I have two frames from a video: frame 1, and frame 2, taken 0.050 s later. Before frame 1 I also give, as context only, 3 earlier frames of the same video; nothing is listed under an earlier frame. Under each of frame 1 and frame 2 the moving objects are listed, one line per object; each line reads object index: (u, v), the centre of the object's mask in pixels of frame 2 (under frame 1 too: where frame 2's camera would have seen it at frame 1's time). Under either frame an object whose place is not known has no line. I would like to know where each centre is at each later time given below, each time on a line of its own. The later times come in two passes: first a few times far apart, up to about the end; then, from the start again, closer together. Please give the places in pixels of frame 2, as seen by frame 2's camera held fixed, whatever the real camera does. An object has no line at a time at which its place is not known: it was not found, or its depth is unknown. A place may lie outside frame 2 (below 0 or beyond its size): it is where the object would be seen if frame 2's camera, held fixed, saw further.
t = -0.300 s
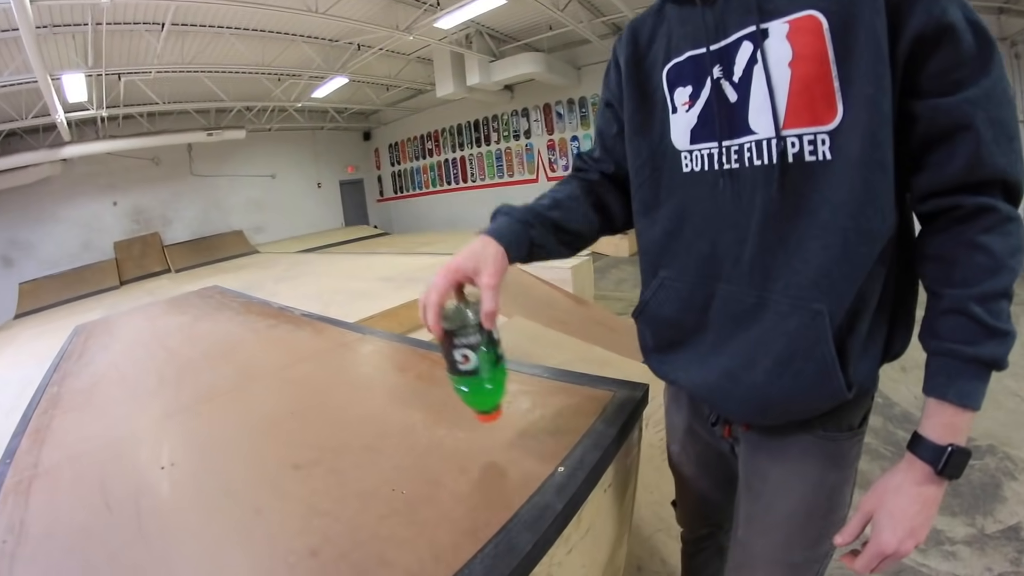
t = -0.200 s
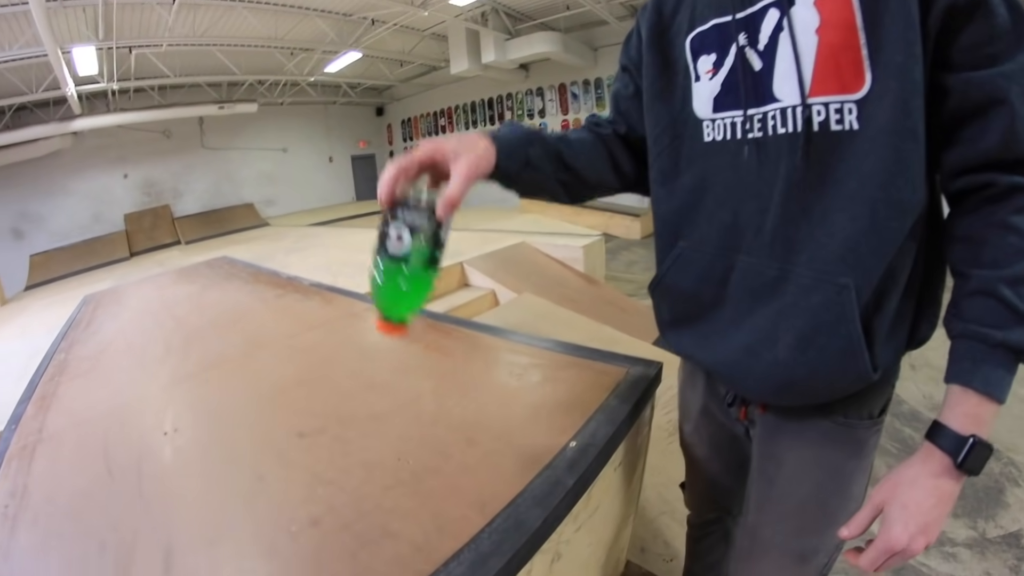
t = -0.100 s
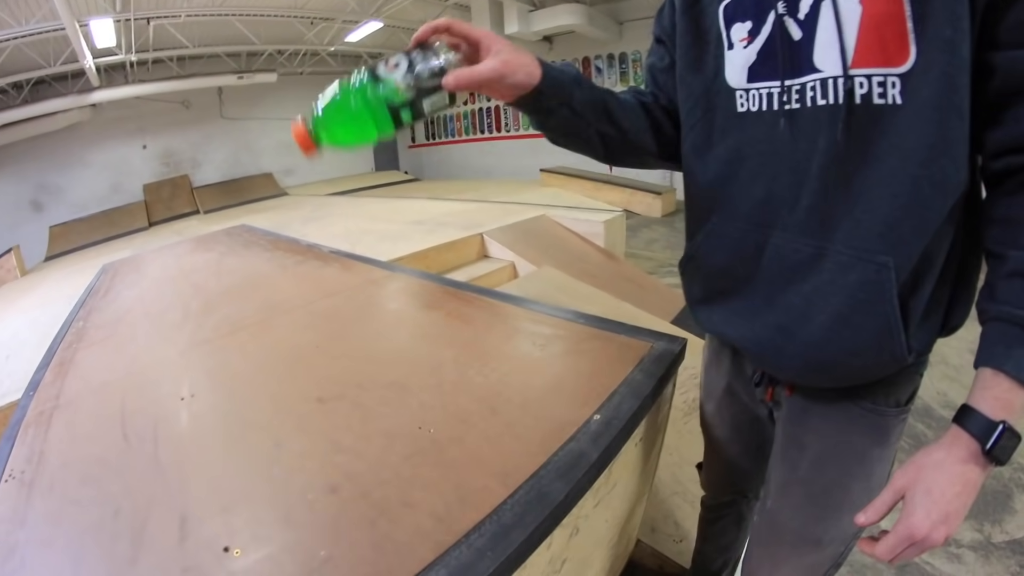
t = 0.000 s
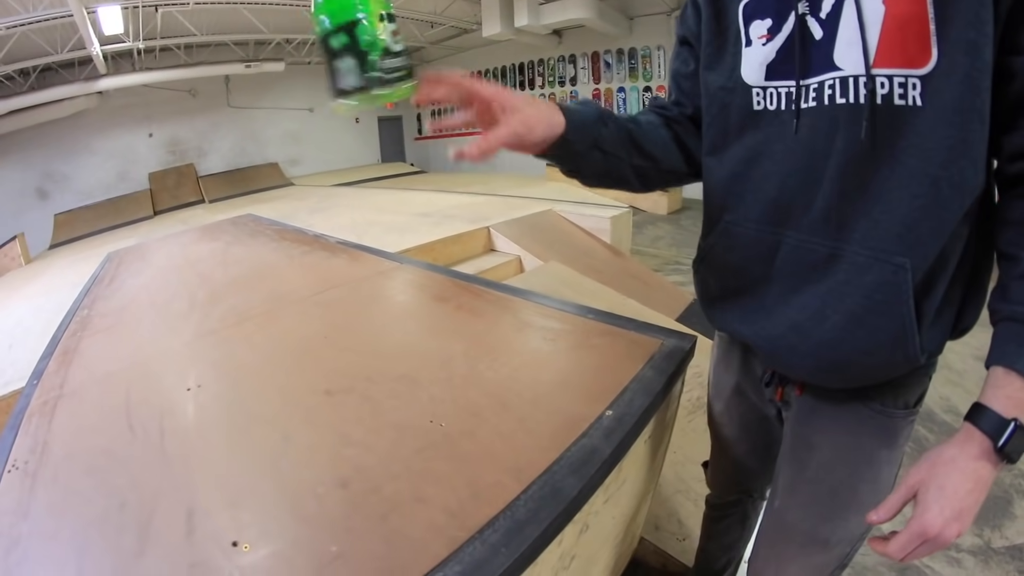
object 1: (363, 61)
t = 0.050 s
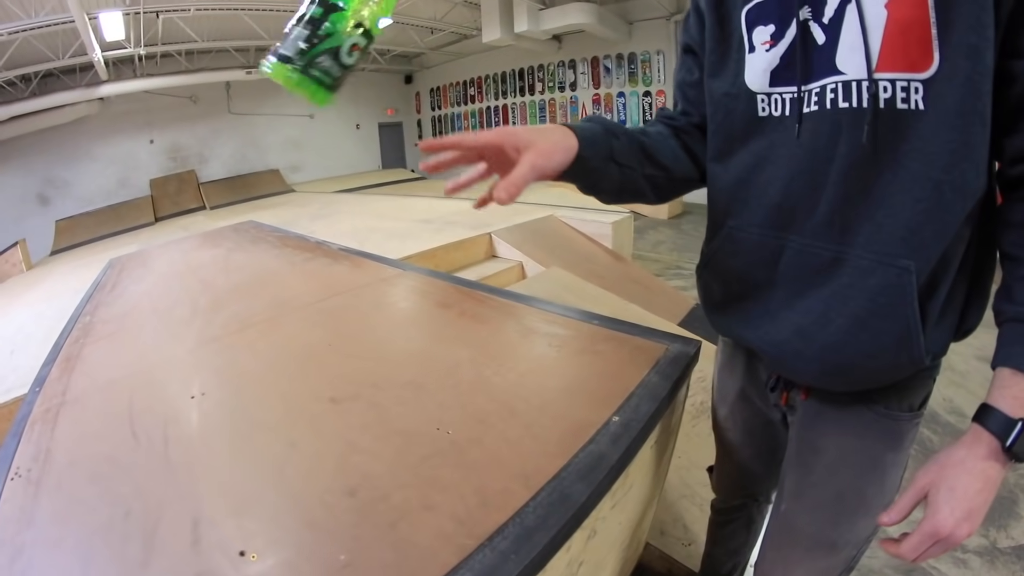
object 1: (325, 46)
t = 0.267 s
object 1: (296, 264)
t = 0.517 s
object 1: (286, 361)
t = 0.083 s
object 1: (319, 40)
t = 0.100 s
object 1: (322, 40)
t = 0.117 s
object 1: (321, 48)
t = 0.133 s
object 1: (317, 62)
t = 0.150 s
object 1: (313, 79)
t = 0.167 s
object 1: (309, 97)
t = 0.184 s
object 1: (307, 121)
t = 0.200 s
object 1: (302, 145)
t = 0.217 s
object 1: (298, 171)
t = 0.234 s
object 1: (296, 199)
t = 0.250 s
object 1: (296, 232)
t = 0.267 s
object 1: (296, 264)
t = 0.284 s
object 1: (298, 297)
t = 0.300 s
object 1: (301, 329)
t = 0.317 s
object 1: (304, 360)
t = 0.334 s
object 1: (302, 361)
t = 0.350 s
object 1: (301, 366)
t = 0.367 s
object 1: (298, 366)
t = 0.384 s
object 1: (297, 366)
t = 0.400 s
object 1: (296, 365)
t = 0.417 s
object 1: (294, 364)
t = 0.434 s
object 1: (293, 363)
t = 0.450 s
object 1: (292, 363)
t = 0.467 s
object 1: (290, 362)
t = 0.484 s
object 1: (289, 362)
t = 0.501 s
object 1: (287, 362)
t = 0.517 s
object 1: (286, 361)
